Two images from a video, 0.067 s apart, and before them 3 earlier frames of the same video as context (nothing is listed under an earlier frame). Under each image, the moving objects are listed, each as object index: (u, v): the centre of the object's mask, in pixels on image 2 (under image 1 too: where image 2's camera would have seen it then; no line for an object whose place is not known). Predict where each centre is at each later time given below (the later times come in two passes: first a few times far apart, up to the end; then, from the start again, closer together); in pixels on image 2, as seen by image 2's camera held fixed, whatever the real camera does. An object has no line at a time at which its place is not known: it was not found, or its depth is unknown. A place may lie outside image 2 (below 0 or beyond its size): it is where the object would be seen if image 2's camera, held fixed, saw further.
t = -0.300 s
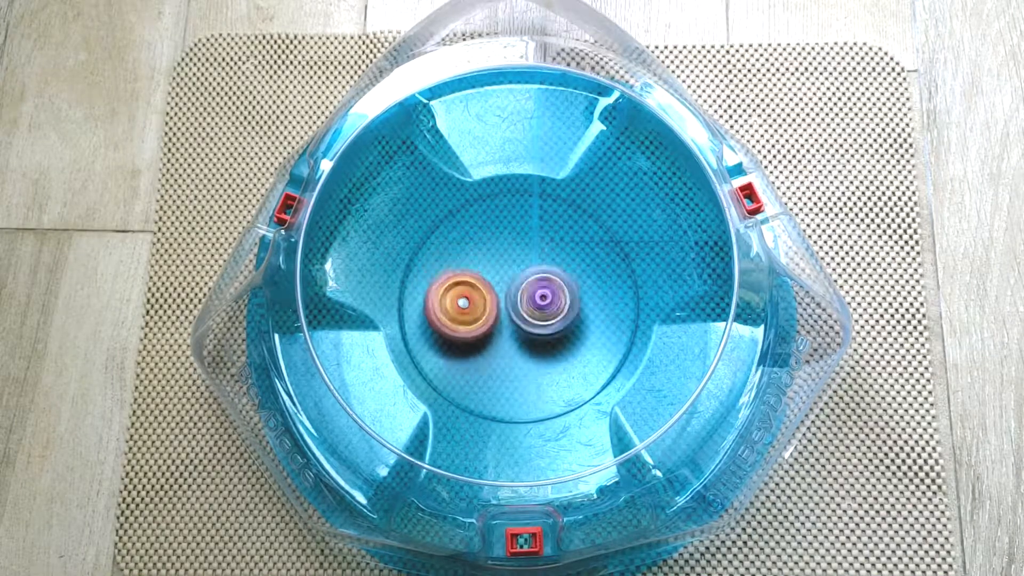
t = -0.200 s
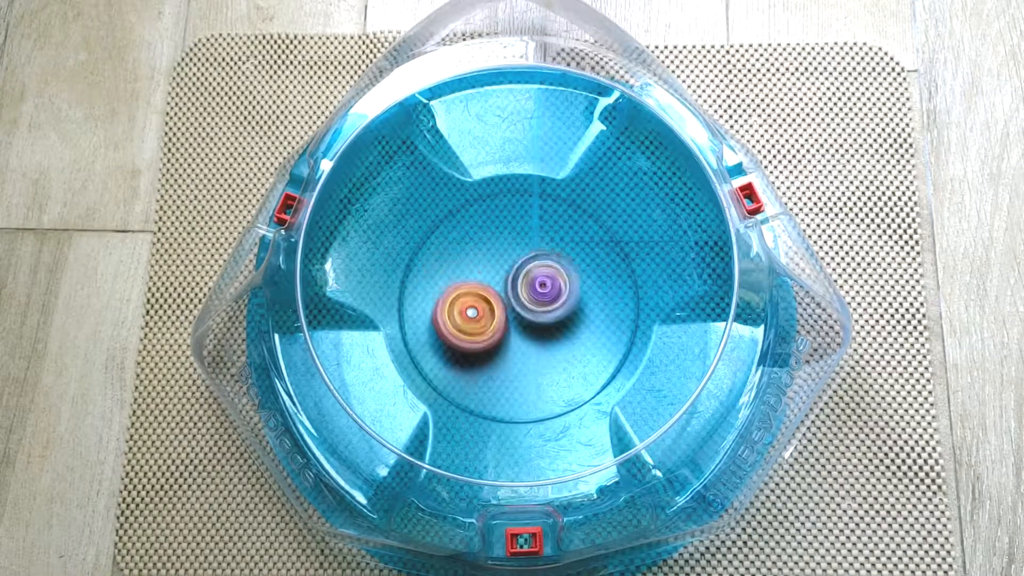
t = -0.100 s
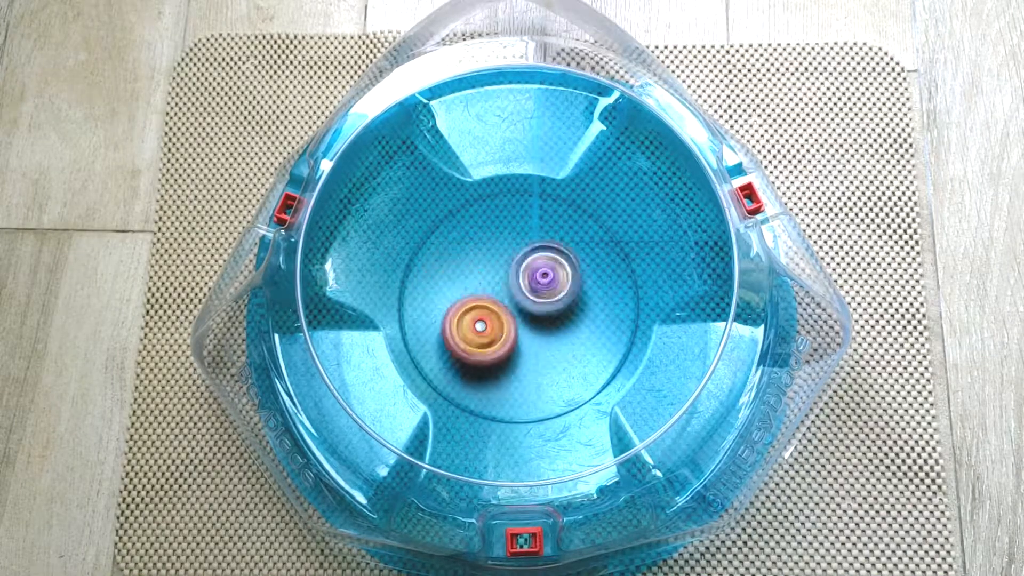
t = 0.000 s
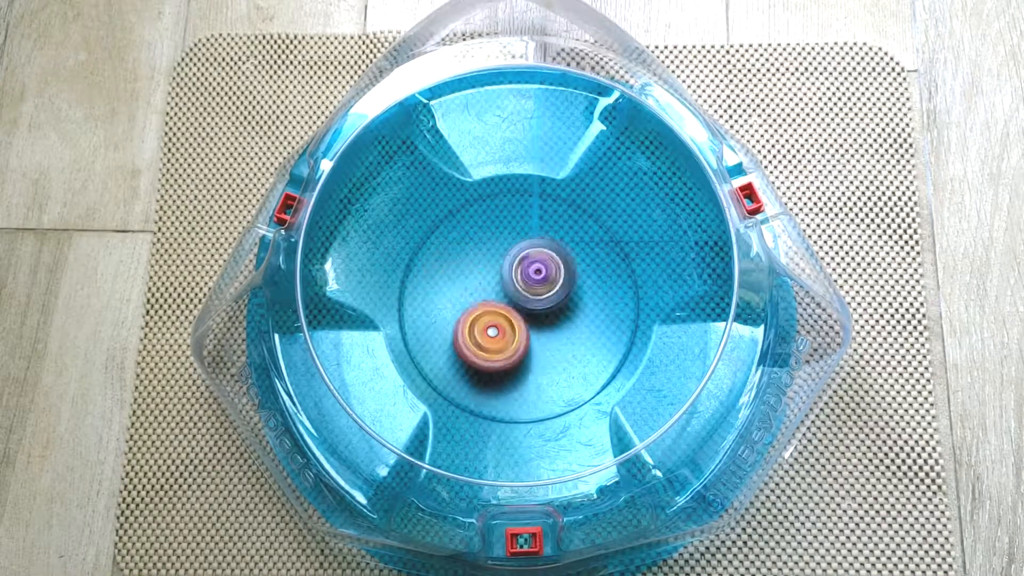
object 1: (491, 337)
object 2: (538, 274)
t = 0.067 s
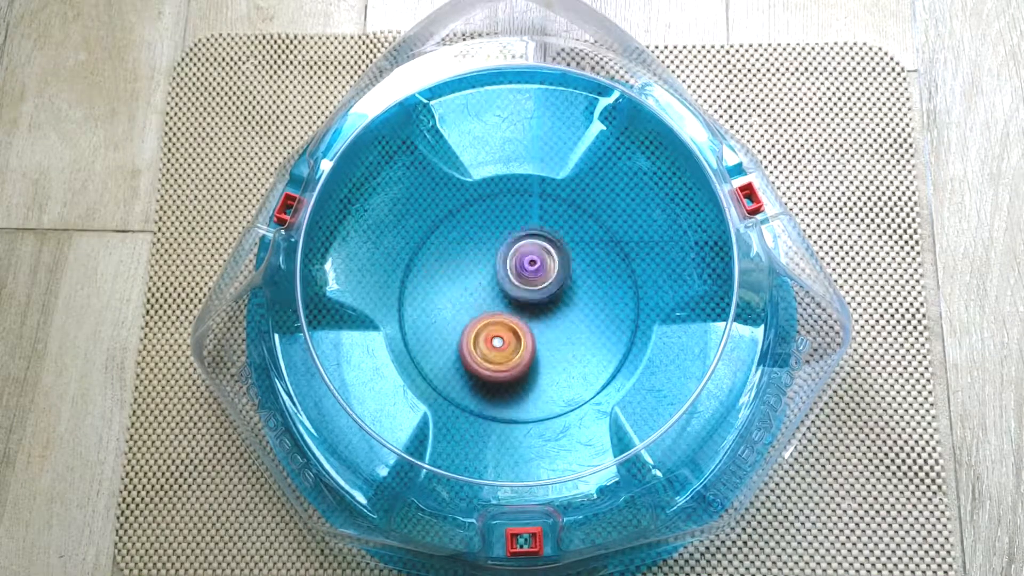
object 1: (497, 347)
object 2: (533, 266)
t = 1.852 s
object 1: (508, 252)
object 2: (506, 350)
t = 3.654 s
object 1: (486, 299)
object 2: (557, 267)
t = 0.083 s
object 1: (499, 350)
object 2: (530, 264)
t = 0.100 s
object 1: (500, 352)
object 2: (530, 262)
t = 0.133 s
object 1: (503, 354)
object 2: (525, 258)
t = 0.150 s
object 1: (504, 354)
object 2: (524, 257)
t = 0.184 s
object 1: (508, 353)
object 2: (518, 256)
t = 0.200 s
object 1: (510, 351)
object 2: (515, 256)
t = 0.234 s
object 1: (515, 349)
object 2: (511, 256)
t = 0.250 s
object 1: (517, 347)
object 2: (508, 258)
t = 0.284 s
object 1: (522, 345)
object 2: (506, 259)
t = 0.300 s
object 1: (525, 343)
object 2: (503, 262)
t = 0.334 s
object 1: (530, 340)
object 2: (502, 265)
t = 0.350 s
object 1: (532, 339)
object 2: (500, 267)
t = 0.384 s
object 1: (536, 337)
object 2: (501, 267)
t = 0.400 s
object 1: (538, 335)
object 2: (499, 268)
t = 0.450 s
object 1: (544, 334)
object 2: (501, 268)
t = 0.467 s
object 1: (547, 333)
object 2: (502, 267)
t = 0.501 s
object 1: (553, 331)
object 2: (504, 265)
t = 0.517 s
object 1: (555, 331)
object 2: (506, 265)
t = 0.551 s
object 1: (559, 327)
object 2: (509, 264)
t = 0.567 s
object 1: (561, 326)
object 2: (510, 265)
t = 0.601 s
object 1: (566, 323)
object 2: (514, 264)
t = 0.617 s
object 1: (567, 322)
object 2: (514, 265)
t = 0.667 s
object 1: (571, 319)
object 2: (516, 264)
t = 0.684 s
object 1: (573, 319)
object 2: (516, 263)
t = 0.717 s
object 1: (579, 320)
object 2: (512, 258)
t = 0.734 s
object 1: (581, 320)
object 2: (510, 259)
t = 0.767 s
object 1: (584, 315)
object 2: (503, 260)
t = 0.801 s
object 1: (585, 313)
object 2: (503, 260)
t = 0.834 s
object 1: (587, 307)
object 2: (498, 268)
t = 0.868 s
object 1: (587, 304)
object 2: (494, 275)
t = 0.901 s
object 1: (586, 301)
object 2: (493, 280)
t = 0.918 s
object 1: (585, 299)
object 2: (492, 285)
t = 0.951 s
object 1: (582, 295)
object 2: (492, 290)
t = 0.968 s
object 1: (581, 294)
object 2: (493, 294)
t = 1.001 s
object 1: (577, 290)
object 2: (492, 296)
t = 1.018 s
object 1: (574, 289)
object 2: (494, 299)
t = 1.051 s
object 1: (570, 285)
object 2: (493, 299)
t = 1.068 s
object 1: (567, 282)
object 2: (494, 299)
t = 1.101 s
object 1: (568, 278)
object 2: (490, 298)
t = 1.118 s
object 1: (571, 275)
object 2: (488, 297)
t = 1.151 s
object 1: (573, 271)
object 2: (481, 298)
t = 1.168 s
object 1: (573, 269)
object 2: (480, 298)
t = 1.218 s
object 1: (570, 265)
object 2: (480, 298)
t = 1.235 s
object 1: (568, 263)
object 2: (482, 300)
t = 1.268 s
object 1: (565, 261)
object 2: (486, 299)
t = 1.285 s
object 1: (564, 259)
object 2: (489, 301)
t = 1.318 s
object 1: (560, 257)
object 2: (493, 299)
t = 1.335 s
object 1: (558, 256)
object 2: (495, 301)
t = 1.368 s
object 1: (559, 252)
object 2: (494, 302)
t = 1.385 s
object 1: (558, 250)
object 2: (496, 303)
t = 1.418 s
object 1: (555, 250)
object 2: (496, 305)
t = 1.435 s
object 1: (555, 250)
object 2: (497, 303)
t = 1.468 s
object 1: (551, 250)
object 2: (498, 307)
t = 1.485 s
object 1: (550, 247)
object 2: (494, 309)
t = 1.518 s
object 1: (548, 247)
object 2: (493, 315)
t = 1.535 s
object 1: (547, 246)
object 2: (491, 318)
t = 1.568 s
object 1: (544, 247)
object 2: (490, 321)
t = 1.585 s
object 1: (541, 248)
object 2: (490, 325)
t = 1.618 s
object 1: (537, 250)
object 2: (492, 325)
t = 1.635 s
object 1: (534, 251)
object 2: (495, 328)
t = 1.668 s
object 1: (529, 254)
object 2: (497, 328)
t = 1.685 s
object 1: (526, 254)
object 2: (500, 327)
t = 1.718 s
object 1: (520, 257)
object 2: (503, 328)
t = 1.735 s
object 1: (519, 257)
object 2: (503, 327)
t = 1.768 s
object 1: (516, 253)
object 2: (505, 336)
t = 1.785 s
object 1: (514, 251)
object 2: (503, 341)
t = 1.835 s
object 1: (510, 251)
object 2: (504, 351)
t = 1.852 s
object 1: (508, 252)
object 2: (506, 350)
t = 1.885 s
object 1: (505, 254)
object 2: (508, 352)
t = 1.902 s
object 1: (503, 257)
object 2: (507, 351)
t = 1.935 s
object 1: (499, 260)
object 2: (510, 348)
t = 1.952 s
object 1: (498, 261)
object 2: (510, 348)
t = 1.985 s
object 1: (495, 265)
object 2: (512, 343)
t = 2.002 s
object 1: (494, 268)
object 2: (516, 341)
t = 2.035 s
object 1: (490, 265)
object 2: (519, 343)
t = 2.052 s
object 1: (488, 263)
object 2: (522, 343)
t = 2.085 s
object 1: (484, 259)
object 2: (527, 347)
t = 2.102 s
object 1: (483, 259)
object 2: (526, 348)
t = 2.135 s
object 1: (483, 260)
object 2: (530, 348)
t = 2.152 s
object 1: (483, 261)
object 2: (531, 348)
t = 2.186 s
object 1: (483, 265)
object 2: (534, 346)
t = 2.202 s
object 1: (484, 267)
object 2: (536, 344)
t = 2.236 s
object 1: (484, 272)
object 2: (536, 341)
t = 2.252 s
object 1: (484, 274)
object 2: (535, 337)
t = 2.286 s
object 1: (484, 278)
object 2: (538, 333)
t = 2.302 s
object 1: (482, 277)
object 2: (539, 335)
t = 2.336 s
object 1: (480, 276)
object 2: (543, 335)
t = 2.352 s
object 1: (480, 276)
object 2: (547, 335)
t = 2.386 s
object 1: (481, 278)
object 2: (548, 334)
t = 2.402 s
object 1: (482, 281)
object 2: (548, 332)
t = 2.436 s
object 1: (485, 285)
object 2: (550, 329)
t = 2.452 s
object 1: (485, 286)
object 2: (548, 329)
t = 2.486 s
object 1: (485, 288)
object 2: (551, 328)
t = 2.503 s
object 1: (485, 287)
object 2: (555, 328)
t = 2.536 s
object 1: (484, 288)
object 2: (558, 328)
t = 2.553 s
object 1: (485, 289)
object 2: (560, 327)
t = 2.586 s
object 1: (487, 291)
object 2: (562, 324)
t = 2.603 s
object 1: (489, 292)
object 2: (562, 325)
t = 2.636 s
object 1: (491, 295)
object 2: (563, 322)
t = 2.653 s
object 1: (489, 294)
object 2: (568, 321)
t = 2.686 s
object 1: (484, 293)
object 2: (577, 321)
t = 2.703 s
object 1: (483, 293)
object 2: (577, 319)
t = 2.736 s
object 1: (483, 294)
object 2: (581, 317)
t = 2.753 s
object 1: (484, 293)
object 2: (584, 316)
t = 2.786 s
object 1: (488, 294)
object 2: (585, 312)
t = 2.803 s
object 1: (489, 296)
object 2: (586, 309)
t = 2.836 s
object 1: (493, 297)
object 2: (586, 303)
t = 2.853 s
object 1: (495, 297)
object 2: (584, 301)
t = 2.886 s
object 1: (499, 299)
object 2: (581, 297)
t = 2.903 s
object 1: (500, 300)
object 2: (580, 296)
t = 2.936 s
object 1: (497, 301)
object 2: (583, 293)
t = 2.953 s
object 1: (495, 302)
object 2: (583, 291)
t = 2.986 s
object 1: (492, 304)
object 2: (586, 287)
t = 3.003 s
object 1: (491, 303)
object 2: (588, 286)
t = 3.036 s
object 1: (492, 304)
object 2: (588, 285)
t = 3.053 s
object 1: (494, 304)
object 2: (586, 282)
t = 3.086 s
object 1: (496, 304)
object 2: (583, 280)
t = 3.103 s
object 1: (498, 303)
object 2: (580, 281)
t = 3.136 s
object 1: (501, 303)
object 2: (575, 278)
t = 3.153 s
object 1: (500, 303)
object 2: (575, 277)
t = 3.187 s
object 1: (499, 303)
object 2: (576, 275)
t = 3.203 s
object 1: (497, 303)
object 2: (576, 275)
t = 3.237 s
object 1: (497, 303)
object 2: (577, 274)
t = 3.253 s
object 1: (499, 302)
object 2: (576, 274)
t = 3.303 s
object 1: (495, 304)
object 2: (579, 271)
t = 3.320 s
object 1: (491, 306)
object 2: (582, 270)
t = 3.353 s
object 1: (484, 309)
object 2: (589, 266)
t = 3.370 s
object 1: (482, 309)
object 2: (592, 262)
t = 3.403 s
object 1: (481, 309)
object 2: (593, 260)
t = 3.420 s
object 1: (481, 309)
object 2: (591, 261)
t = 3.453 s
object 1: (480, 307)
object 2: (587, 260)
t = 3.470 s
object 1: (481, 307)
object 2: (587, 259)
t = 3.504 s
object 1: (482, 305)
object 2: (582, 258)
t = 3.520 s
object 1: (482, 304)
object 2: (578, 259)
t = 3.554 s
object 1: (484, 303)
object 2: (573, 260)
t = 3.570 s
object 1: (484, 302)
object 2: (570, 260)
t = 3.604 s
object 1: (485, 301)
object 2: (565, 262)
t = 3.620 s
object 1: (487, 300)
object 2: (561, 266)
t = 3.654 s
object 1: (486, 299)
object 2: (557, 267)
